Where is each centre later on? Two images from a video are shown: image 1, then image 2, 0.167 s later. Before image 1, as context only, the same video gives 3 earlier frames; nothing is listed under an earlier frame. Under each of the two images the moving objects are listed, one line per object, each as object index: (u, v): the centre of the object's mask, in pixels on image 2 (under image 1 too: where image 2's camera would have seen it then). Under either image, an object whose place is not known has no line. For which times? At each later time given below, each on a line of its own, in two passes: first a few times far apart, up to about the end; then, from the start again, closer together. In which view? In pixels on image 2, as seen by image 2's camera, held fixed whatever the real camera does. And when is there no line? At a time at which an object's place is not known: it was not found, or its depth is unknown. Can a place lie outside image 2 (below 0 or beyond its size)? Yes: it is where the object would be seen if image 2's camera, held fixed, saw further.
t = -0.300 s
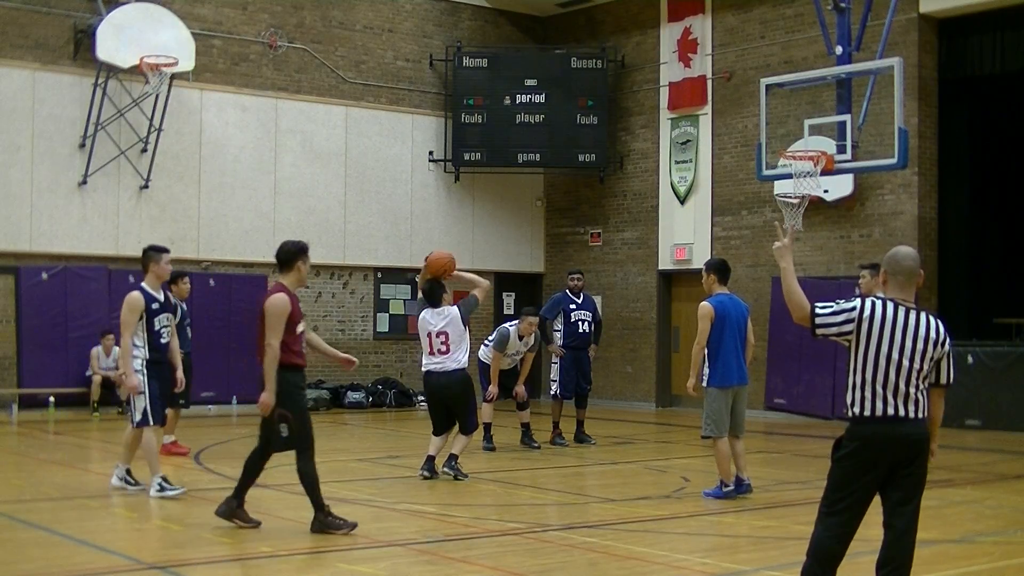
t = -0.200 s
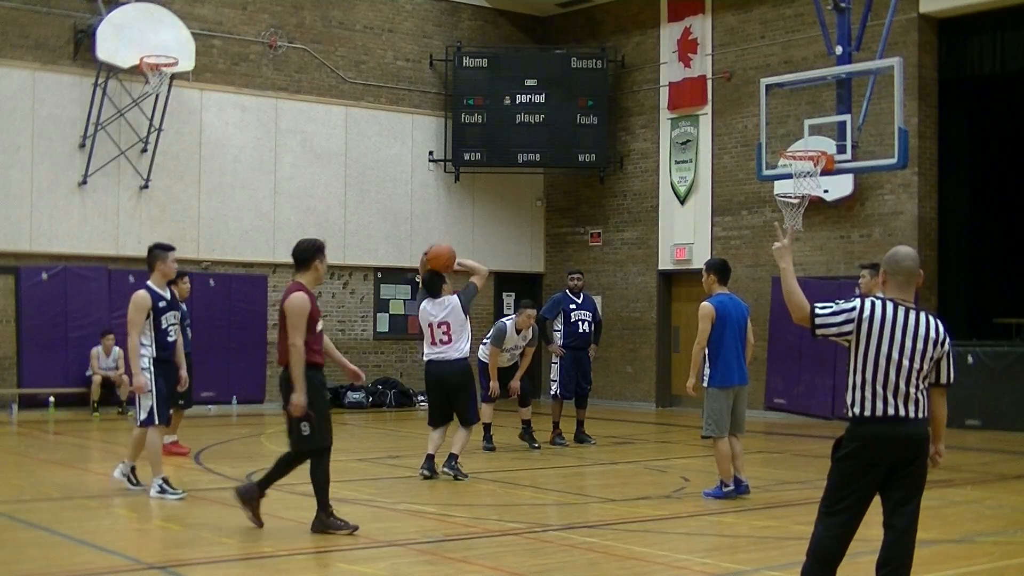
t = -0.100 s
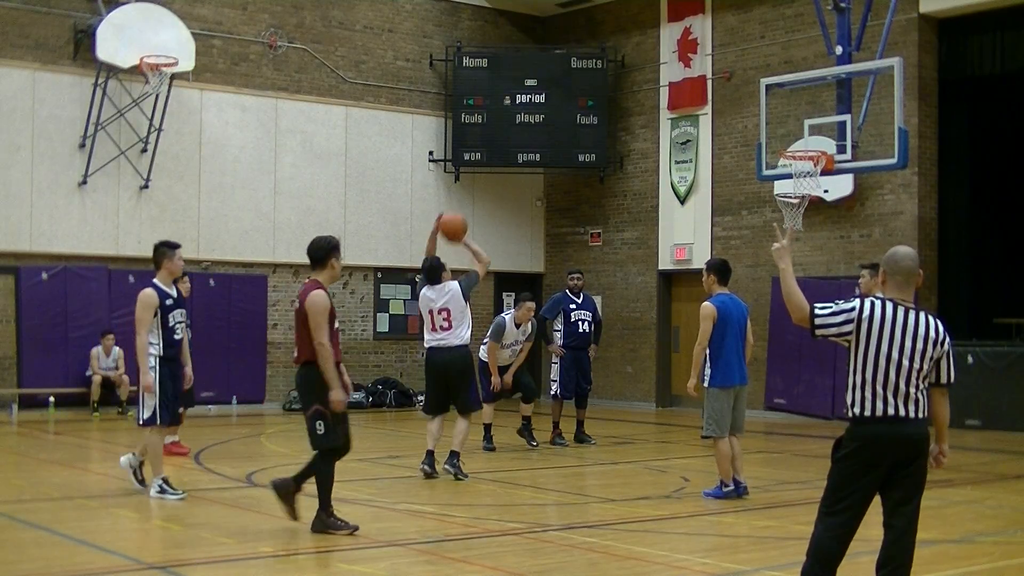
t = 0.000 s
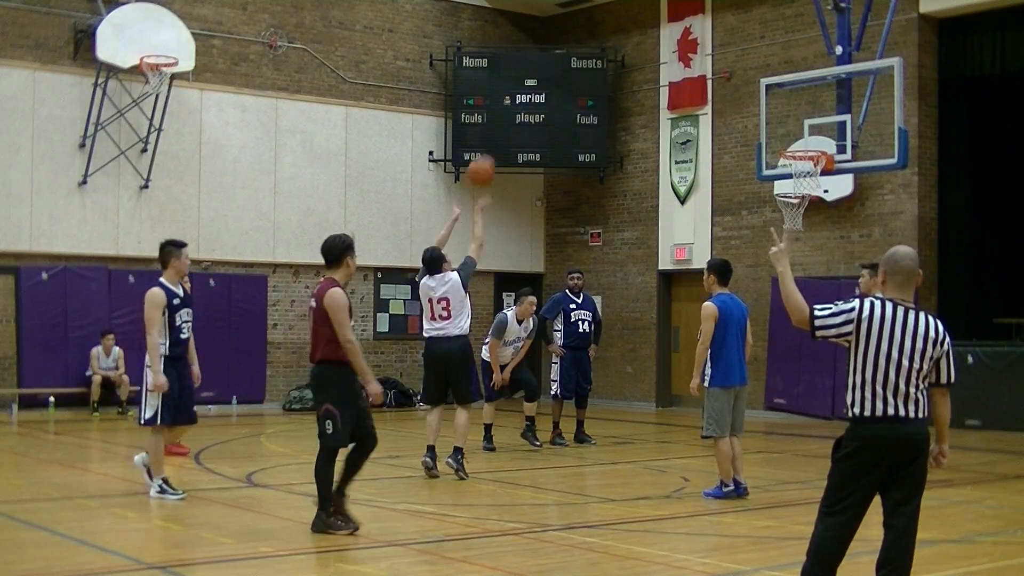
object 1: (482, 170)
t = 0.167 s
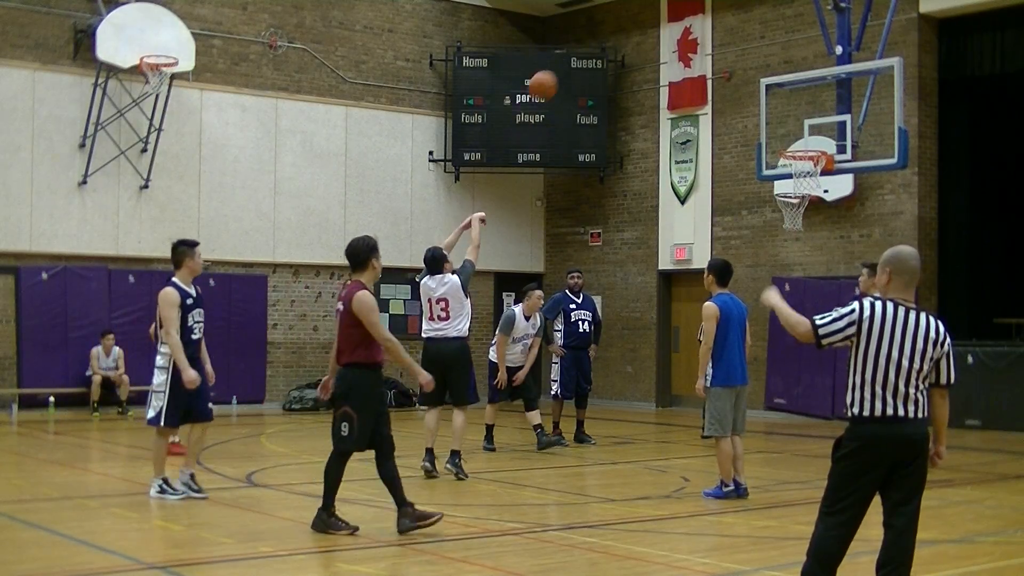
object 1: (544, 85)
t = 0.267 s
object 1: (577, 51)
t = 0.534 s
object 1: (662, 17)
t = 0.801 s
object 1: (738, 54)
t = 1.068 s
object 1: (807, 152)
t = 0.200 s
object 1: (554, 73)
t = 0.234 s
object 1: (566, 62)
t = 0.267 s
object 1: (577, 51)
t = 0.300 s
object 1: (588, 43)
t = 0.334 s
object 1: (600, 36)
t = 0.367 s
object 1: (610, 30)
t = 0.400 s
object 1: (621, 26)
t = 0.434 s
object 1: (632, 21)
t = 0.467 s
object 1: (642, 19)
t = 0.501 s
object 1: (651, 17)
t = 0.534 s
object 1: (662, 17)
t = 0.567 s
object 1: (672, 17)
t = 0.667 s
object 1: (701, 27)
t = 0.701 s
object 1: (711, 32)
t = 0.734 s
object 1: (720, 38)
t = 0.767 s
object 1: (729, 46)
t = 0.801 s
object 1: (738, 54)
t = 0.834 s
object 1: (747, 63)
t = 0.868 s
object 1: (755, 73)
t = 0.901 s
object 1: (764, 84)
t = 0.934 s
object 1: (774, 97)
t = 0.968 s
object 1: (782, 109)
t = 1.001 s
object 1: (790, 123)
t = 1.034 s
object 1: (797, 137)
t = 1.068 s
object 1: (807, 152)
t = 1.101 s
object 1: (816, 168)
